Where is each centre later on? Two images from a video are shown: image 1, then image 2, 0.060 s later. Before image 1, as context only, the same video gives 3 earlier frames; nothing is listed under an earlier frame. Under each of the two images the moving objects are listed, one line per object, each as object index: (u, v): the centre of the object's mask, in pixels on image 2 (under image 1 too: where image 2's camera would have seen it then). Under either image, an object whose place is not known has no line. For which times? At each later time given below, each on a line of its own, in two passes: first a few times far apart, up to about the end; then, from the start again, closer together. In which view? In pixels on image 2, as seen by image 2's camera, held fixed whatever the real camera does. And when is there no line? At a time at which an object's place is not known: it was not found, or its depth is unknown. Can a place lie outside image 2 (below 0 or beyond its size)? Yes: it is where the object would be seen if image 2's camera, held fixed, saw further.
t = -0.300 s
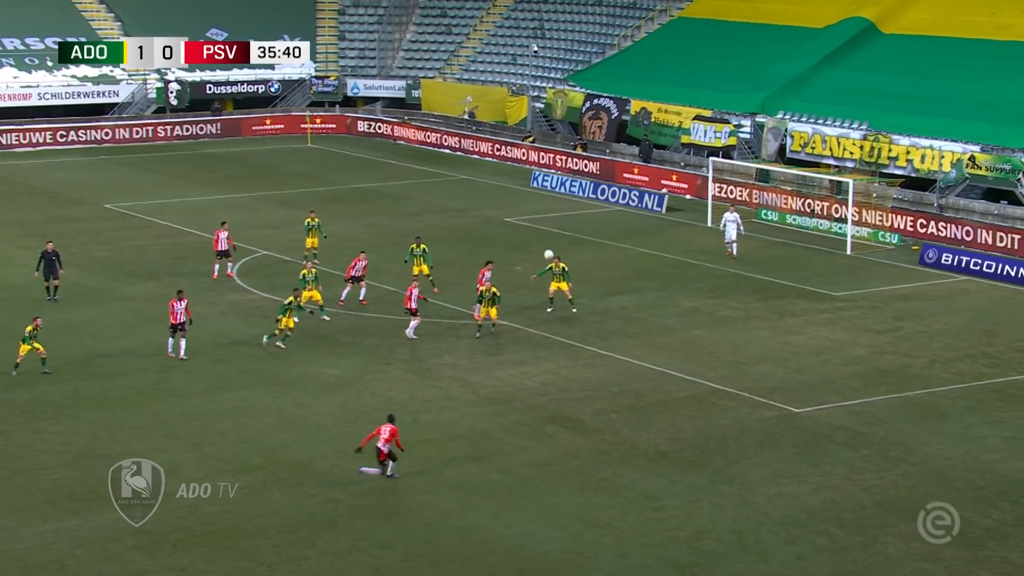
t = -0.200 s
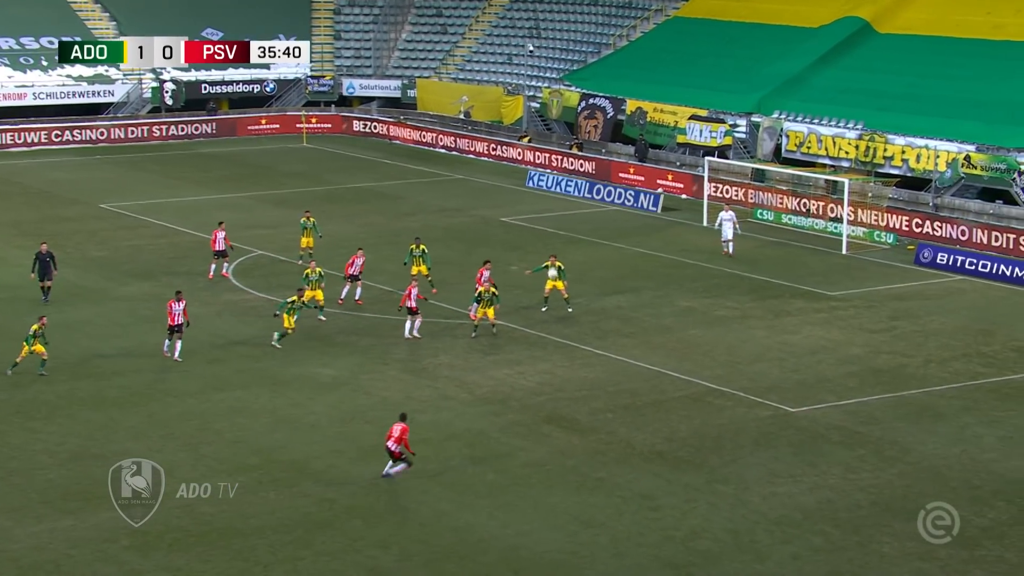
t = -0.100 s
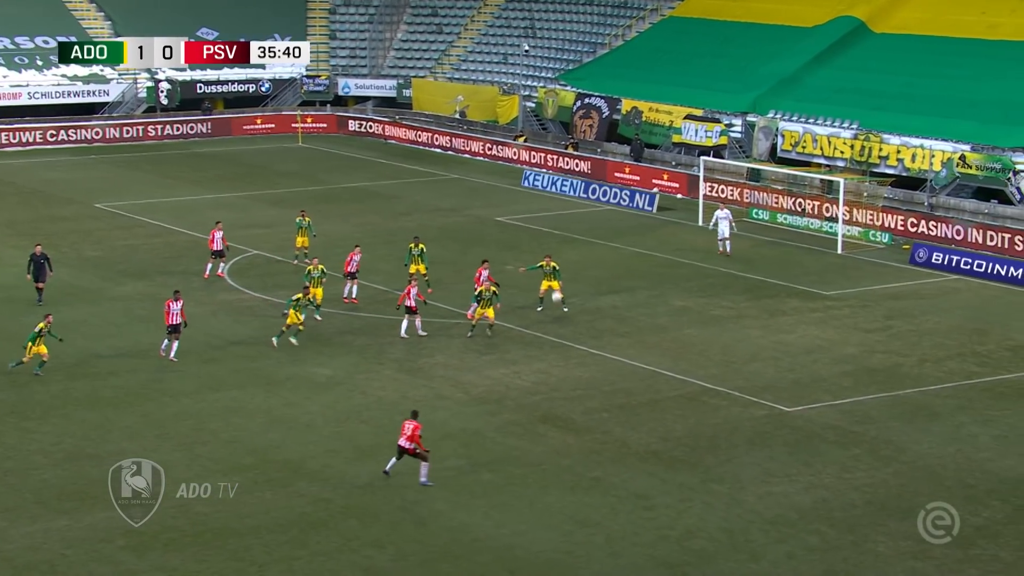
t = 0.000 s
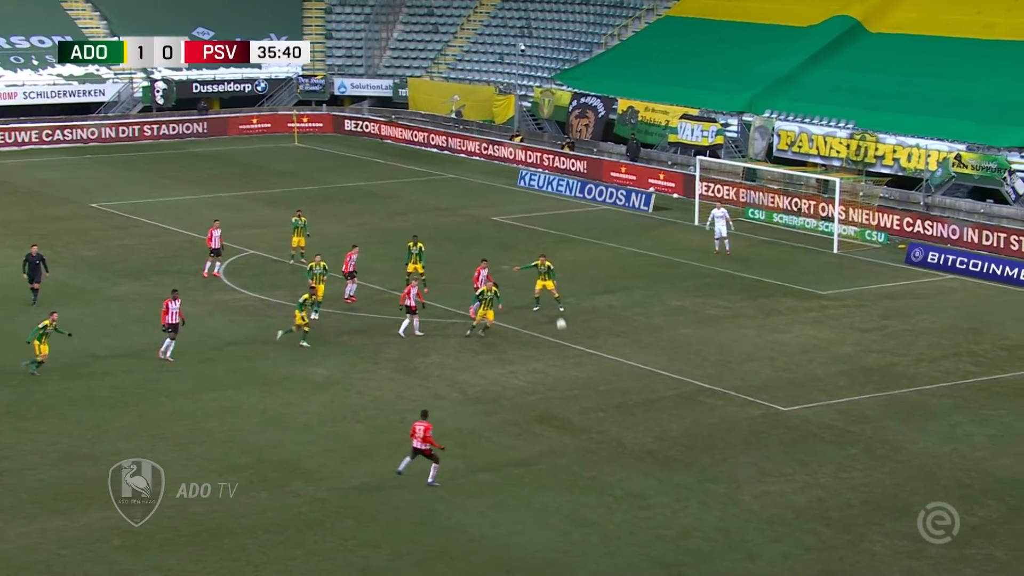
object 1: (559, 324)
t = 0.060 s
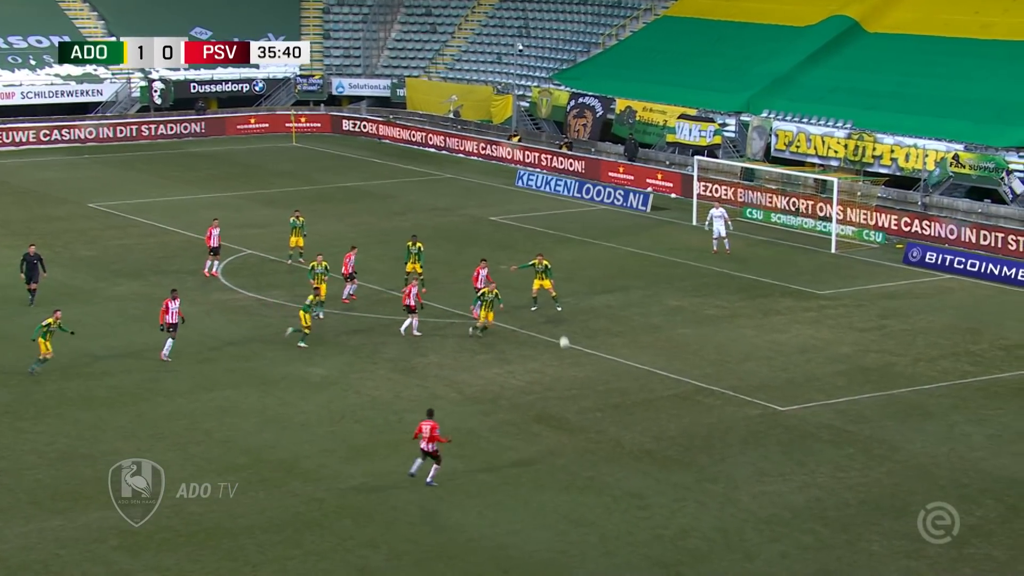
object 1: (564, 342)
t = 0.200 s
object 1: (577, 392)
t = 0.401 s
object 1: (588, 421)
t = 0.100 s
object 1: (568, 355)
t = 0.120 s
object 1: (569, 362)
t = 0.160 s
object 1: (573, 377)
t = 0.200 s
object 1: (577, 392)
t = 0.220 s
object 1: (579, 399)
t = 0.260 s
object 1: (582, 415)
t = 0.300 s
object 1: (586, 432)
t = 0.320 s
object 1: (587, 437)
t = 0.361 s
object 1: (588, 429)
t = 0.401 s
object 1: (588, 421)
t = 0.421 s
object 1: (589, 418)
